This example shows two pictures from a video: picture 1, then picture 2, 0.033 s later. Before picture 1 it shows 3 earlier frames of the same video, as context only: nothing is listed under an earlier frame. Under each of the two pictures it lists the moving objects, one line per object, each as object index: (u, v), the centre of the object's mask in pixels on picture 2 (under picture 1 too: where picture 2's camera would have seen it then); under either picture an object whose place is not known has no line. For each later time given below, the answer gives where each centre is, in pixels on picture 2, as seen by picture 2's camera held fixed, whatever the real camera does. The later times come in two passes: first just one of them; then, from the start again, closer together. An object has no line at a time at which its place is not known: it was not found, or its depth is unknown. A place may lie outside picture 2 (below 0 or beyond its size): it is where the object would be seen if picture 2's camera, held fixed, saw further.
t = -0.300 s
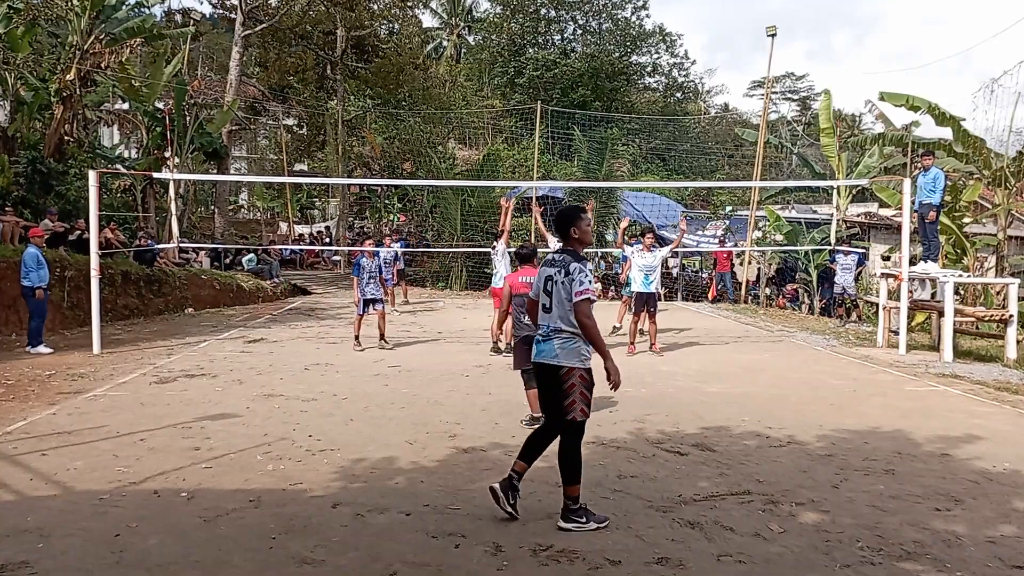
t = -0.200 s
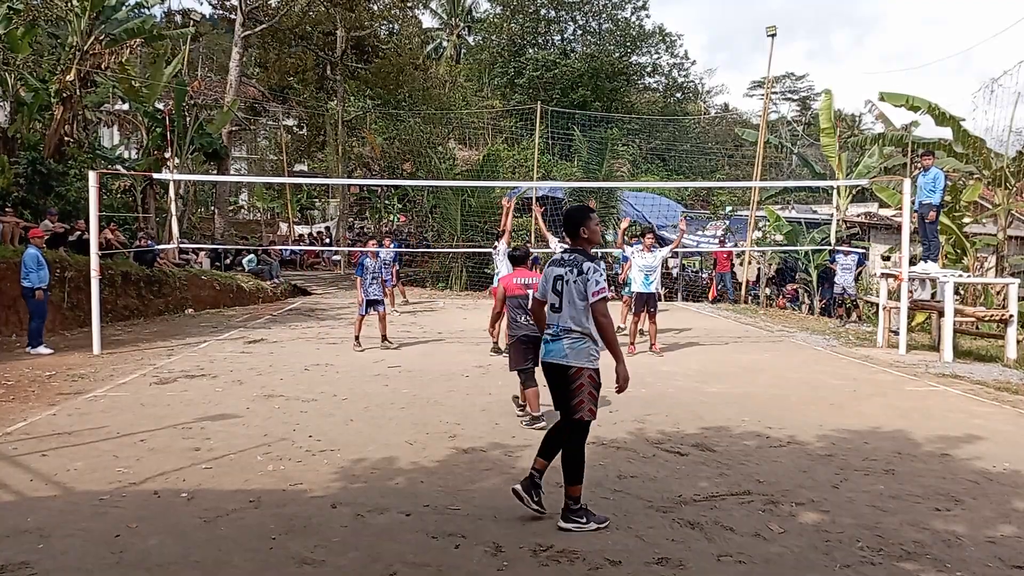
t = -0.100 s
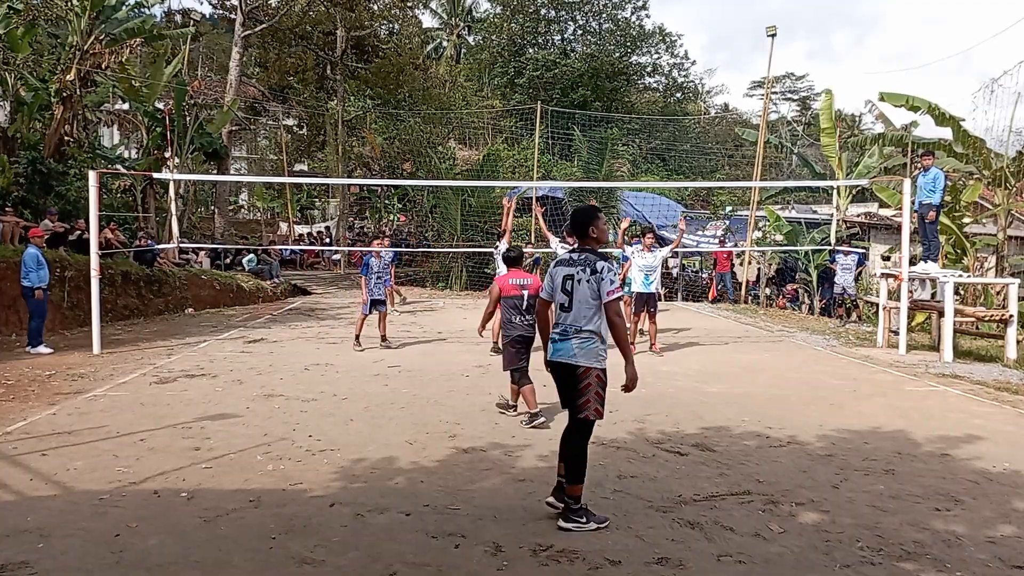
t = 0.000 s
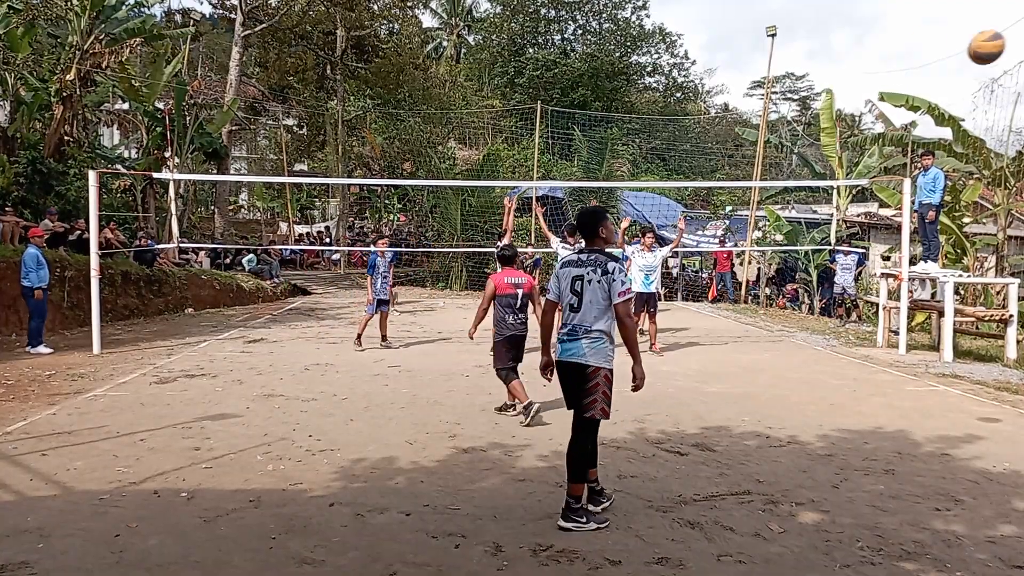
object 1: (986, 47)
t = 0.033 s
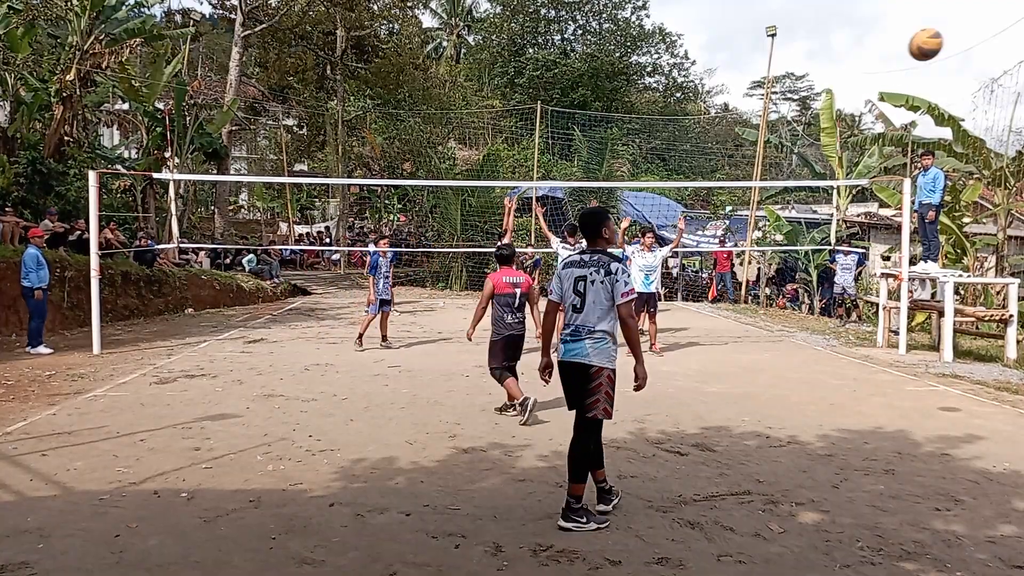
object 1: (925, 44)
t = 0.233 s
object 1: (694, 61)
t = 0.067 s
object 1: (873, 44)
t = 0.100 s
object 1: (828, 46)
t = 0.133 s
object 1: (788, 48)
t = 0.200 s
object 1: (722, 56)
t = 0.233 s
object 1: (694, 61)
